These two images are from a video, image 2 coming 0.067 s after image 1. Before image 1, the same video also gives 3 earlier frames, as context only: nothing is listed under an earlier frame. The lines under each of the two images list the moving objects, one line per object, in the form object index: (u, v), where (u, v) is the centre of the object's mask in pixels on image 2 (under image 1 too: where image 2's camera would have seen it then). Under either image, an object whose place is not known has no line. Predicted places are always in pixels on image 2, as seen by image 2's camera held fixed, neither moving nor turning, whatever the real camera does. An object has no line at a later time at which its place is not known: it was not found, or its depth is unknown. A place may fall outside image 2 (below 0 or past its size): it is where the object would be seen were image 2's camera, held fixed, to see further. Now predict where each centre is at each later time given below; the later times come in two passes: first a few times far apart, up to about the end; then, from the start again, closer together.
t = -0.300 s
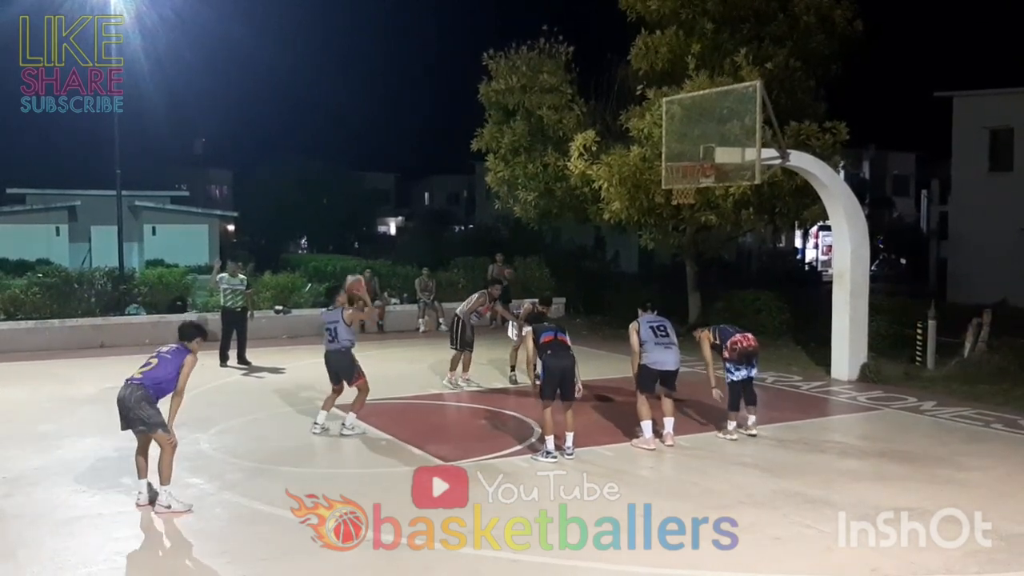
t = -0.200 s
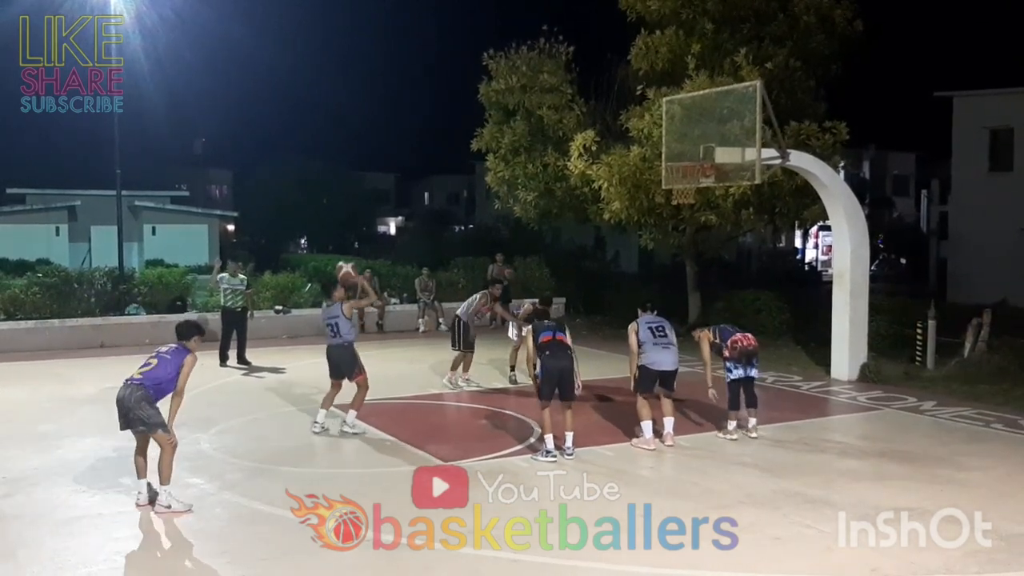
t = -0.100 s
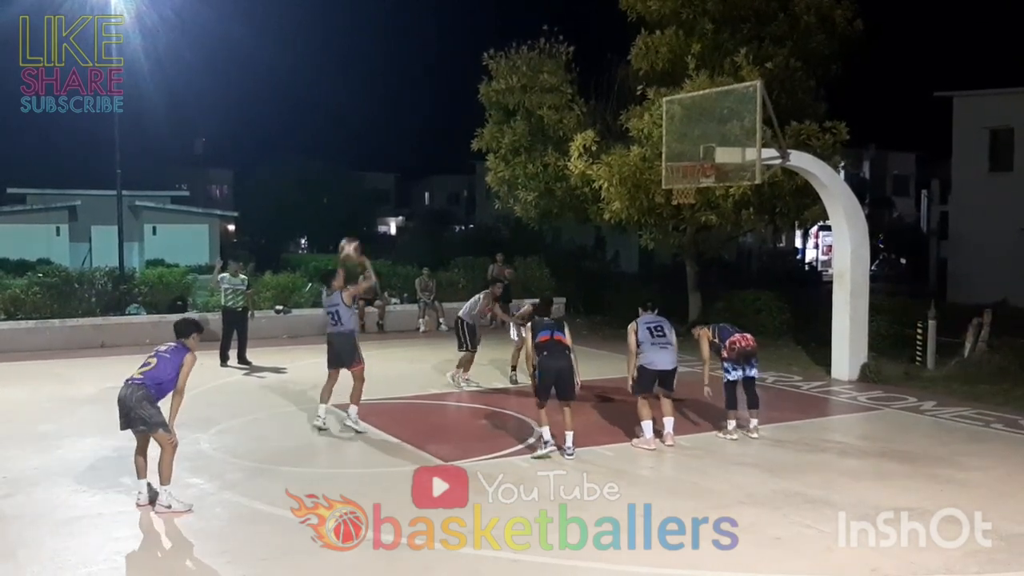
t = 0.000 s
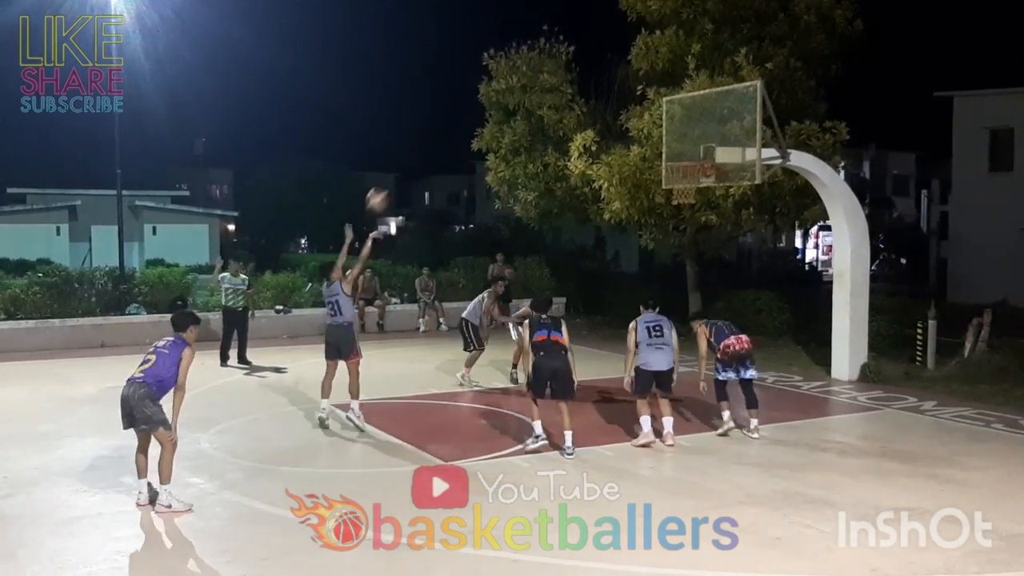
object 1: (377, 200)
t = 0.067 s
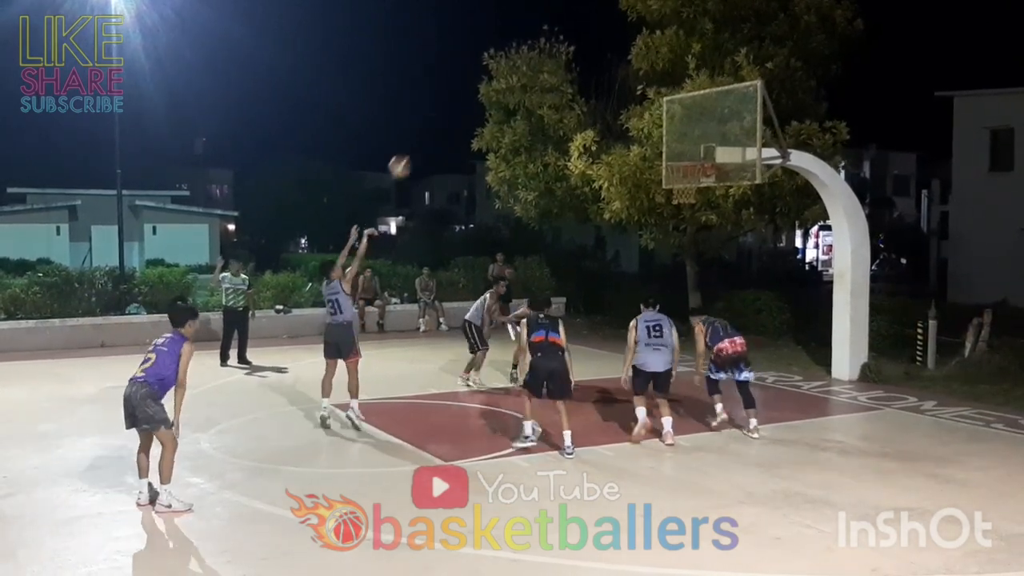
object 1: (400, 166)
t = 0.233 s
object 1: (453, 105)
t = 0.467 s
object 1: (525, 61)
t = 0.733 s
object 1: (598, 71)
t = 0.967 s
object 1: (657, 124)
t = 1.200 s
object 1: (688, 174)
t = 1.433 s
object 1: (672, 198)
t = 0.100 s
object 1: (411, 152)
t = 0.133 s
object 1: (422, 139)
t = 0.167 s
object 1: (432, 127)
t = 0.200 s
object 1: (443, 115)
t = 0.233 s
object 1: (453, 105)
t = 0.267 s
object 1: (463, 96)
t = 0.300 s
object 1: (474, 88)
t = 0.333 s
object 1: (483, 81)
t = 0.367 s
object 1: (495, 74)
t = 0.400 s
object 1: (503, 70)
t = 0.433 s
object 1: (514, 66)
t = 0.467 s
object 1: (525, 61)
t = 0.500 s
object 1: (534, 60)
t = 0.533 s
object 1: (543, 59)
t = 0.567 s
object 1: (552, 59)
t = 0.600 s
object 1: (562, 60)
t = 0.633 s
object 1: (571, 62)
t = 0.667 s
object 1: (580, 64)
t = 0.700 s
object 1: (589, 67)
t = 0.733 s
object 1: (598, 71)
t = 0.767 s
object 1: (607, 76)
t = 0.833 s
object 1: (623, 89)
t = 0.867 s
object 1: (632, 96)
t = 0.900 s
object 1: (640, 104)
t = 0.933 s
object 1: (647, 112)
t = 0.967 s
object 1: (657, 124)
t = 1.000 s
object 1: (664, 134)
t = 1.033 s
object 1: (672, 148)
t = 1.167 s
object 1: (691, 171)
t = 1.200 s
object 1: (688, 174)
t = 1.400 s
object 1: (672, 195)
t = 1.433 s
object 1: (672, 198)
